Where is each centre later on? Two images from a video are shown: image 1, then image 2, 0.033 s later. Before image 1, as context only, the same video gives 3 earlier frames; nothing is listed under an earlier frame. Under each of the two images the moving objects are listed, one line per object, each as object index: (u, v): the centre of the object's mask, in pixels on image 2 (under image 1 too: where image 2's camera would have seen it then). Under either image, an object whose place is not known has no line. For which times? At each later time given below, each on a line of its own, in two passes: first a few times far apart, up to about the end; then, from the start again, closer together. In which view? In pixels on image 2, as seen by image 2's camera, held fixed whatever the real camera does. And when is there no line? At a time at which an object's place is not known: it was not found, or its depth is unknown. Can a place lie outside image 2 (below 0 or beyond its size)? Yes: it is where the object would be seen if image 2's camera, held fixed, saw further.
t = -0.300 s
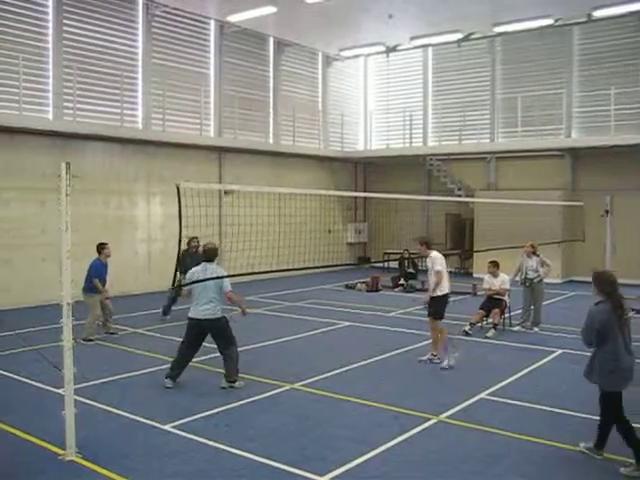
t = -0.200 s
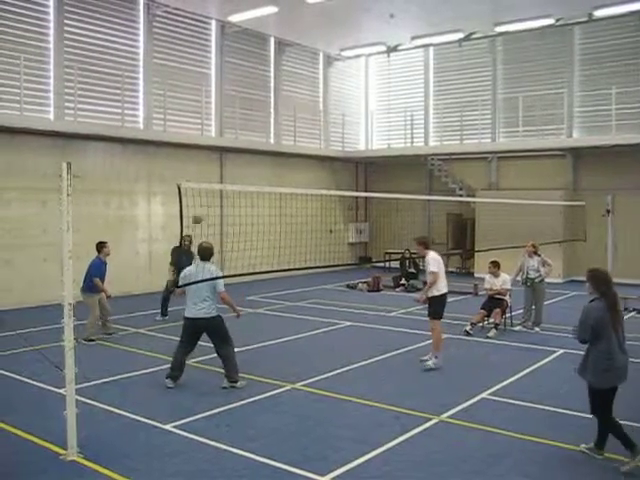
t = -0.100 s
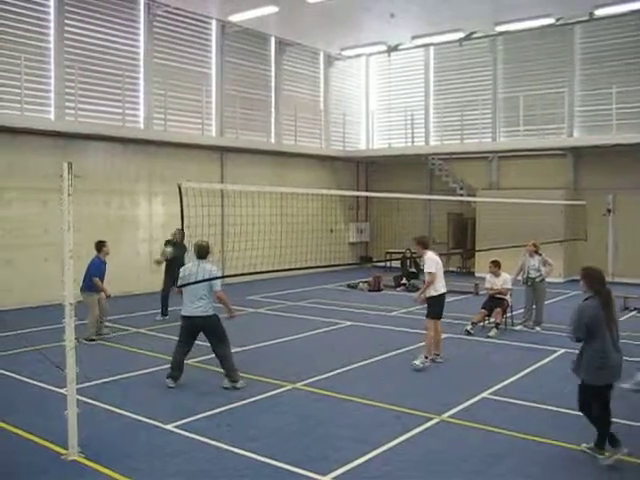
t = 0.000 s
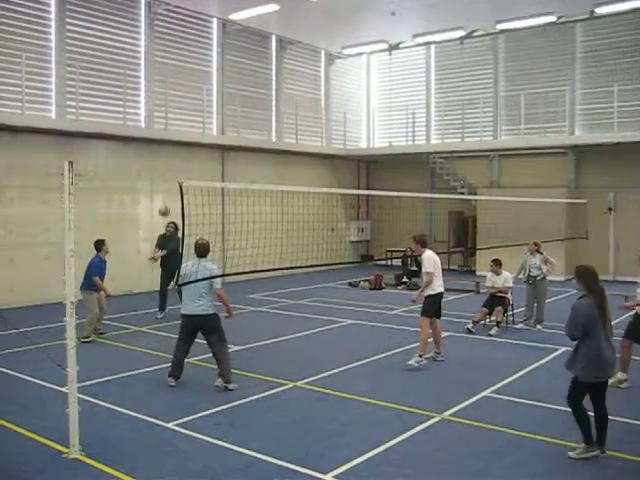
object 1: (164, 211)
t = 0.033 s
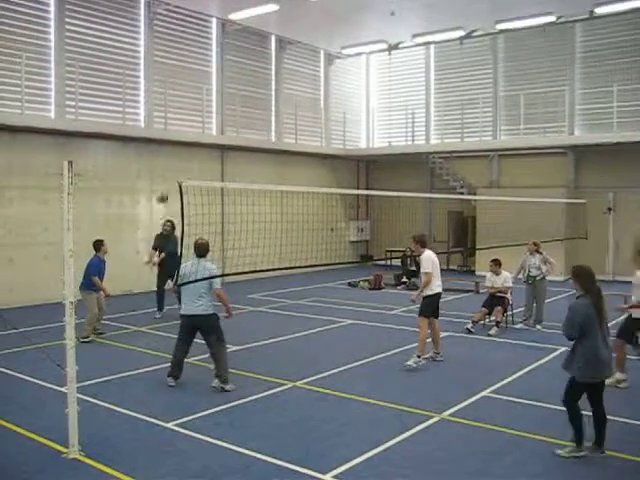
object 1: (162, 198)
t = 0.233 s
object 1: (156, 127)
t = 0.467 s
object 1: (150, 70)
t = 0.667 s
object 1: (143, 43)
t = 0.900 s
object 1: (134, 42)
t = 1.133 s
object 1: (126, 78)
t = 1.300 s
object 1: (118, 128)
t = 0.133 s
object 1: (161, 163)
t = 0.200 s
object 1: (156, 136)
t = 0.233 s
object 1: (156, 127)
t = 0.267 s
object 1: (155, 117)
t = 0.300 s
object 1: (155, 108)
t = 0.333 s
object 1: (154, 100)
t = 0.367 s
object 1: (153, 89)
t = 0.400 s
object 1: (152, 84)
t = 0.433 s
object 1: (152, 76)
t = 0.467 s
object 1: (150, 70)
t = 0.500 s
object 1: (149, 64)
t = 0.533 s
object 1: (148, 57)
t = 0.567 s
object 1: (146, 53)
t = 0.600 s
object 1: (145, 50)
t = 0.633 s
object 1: (145, 46)
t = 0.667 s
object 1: (143, 43)
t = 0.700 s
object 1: (142, 41)
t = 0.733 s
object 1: (141, 40)
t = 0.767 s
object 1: (141, 39)
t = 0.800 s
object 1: (139, 39)
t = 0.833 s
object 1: (137, 39)
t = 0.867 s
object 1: (136, 40)
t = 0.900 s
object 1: (134, 42)
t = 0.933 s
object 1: (134, 44)
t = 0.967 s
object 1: (132, 49)
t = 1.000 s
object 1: (131, 54)
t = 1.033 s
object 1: (130, 58)
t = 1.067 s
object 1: (129, 64)
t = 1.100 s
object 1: (128, 71)
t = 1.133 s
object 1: (126, 78)
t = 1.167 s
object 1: (125, 87)
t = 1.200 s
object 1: (123, 97)
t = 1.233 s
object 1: (122, 106)
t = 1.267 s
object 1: (121, 117)
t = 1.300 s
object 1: (118, 128)
